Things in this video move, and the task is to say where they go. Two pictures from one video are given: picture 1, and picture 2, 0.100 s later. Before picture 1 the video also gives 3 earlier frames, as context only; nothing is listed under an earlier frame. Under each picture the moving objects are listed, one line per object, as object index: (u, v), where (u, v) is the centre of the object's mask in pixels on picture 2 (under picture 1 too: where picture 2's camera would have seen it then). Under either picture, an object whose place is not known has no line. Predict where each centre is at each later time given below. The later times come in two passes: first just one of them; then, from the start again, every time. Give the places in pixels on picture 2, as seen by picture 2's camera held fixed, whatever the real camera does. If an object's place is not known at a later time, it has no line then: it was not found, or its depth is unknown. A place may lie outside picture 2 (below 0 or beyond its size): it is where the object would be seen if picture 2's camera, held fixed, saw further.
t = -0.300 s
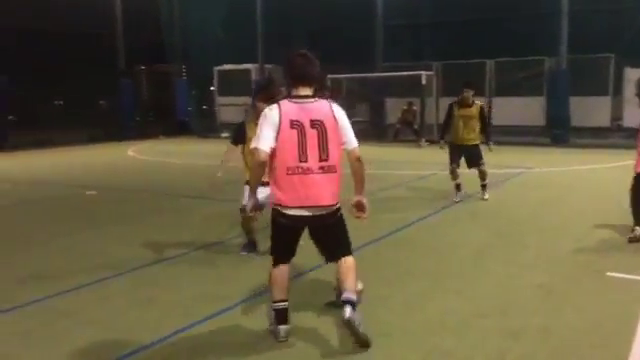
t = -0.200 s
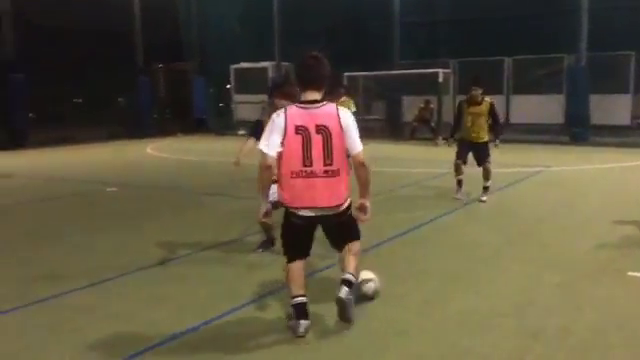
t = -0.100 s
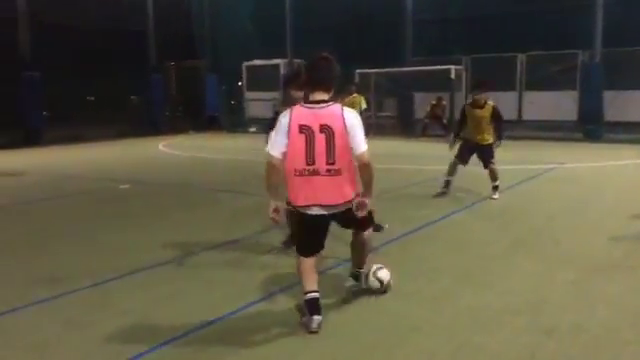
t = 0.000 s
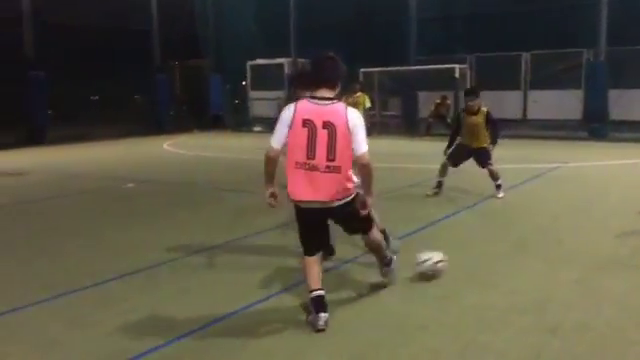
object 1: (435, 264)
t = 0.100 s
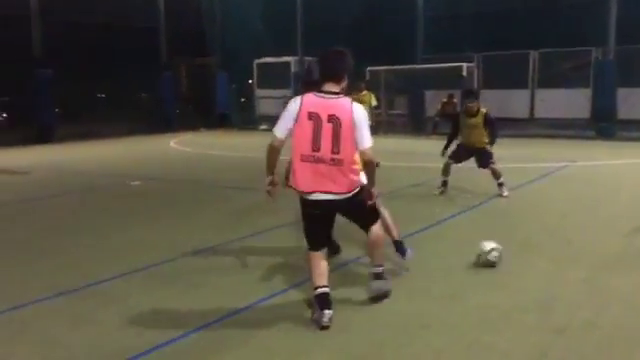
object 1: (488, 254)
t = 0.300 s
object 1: (565, 237)
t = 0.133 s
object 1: (502, 251)
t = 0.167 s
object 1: (515, 249)
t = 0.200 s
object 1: (530, 245)
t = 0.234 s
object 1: (542, 242)
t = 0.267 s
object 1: (553, 240)
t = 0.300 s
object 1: (565, 237)
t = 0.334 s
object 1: (575, 235)
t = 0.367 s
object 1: (584, 232)
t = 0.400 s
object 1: (594, 230)
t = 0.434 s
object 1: (603, 229)
